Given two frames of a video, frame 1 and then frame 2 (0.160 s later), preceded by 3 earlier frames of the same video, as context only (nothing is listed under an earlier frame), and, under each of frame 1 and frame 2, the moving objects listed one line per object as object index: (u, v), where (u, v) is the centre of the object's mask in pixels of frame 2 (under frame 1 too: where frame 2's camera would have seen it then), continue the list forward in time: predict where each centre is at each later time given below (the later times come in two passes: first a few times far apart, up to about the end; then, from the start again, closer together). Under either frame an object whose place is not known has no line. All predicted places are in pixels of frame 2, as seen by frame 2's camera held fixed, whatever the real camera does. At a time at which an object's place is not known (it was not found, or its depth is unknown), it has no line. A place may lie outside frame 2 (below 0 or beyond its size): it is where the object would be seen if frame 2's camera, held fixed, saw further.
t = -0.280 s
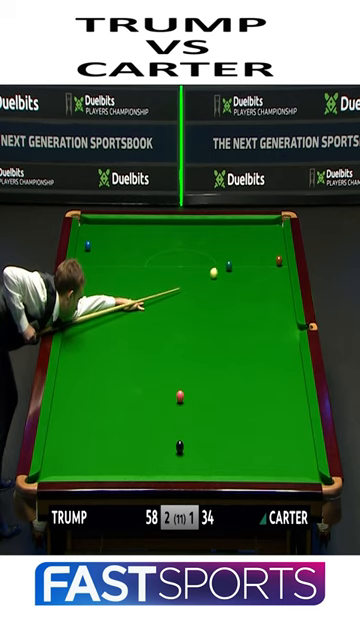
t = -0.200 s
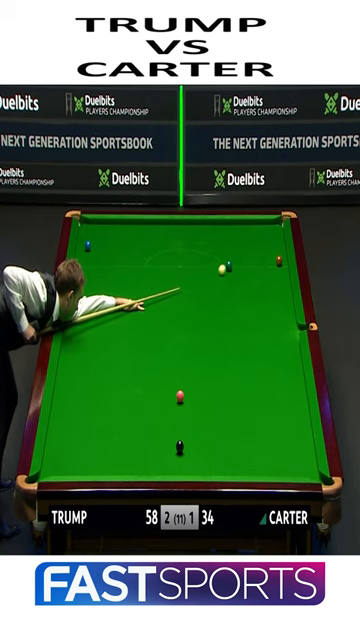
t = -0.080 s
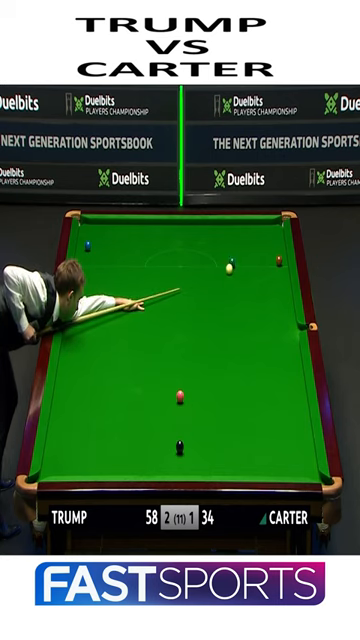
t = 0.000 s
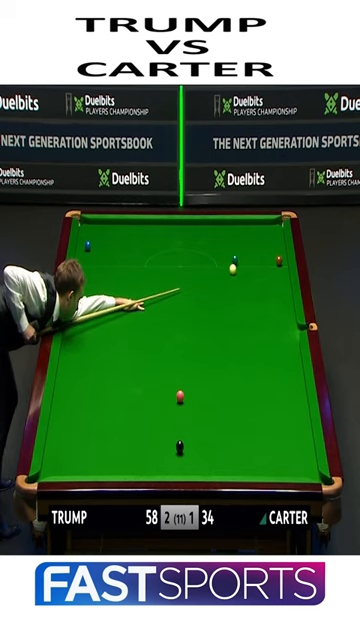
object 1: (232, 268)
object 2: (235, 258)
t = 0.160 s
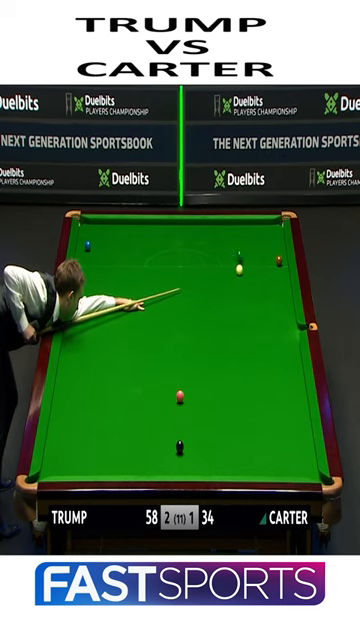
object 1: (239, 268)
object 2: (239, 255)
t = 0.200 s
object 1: (240, 269)
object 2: (240, 253)
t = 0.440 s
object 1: (250, 270)
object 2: (246, 247)
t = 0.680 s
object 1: (259, 270)
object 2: (252, 241)
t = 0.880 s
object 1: (266, 271)
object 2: (257, 236)
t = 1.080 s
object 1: (272, 272)
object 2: (262, 231)
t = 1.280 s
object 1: (279, 273)
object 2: (266, 227)
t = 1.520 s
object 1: (285, 273)
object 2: (270, 222)
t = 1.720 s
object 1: (284, 274)
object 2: (275, 220)
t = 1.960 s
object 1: (281, 275)
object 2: (279, 221)
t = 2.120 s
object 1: (279, 275)
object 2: (277, 221)
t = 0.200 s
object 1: (240, 269)
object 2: (240, 253)
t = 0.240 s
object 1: (242, 269)
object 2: (241, 252)
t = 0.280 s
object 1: (244, 269)
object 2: (242, 251)
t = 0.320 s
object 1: (245, 269)
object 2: (243, 250)
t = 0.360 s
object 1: (247, 269)
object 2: (244, 249)
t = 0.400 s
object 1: (249, 270)
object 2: (245, 248)
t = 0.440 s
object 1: (250, 270)
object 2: (246, 247)
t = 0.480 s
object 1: (251, 270)
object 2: (247, 246)
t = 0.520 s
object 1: (253, 270)
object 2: (248, 245)
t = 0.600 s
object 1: (256, 270)
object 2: (251, 243)
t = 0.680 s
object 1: (259, 270)
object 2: (252, 241)
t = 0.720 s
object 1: (260, 271)
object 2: (253, 240)
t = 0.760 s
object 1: (262, 271)
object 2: (254, 239)
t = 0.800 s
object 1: (263, 271)
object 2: (255, 238)
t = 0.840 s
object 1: (265, 271)
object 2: (257, 236)
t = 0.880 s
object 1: (266, 271)
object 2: (257, 236)
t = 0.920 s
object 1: (267, 271)
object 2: (258, 235)
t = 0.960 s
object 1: (269, 272)
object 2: (259, 234)
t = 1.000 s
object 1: (270, 272)
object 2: (260, 233)
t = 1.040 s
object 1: (271, 272)
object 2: (261, 232)
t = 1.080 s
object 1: (272, 272)
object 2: (262, 231)
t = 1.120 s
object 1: (274, 272)
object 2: (262, 231)
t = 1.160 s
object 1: (275, 272)
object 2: (263, 230)
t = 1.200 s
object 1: (276, 272)
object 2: (263, 229)
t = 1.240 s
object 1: (277, 273)
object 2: (265, 228)
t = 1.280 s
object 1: (279, 273)
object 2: (266, 227)
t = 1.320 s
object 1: (280, 273)
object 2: (267, 226)
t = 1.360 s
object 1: (281, 273)
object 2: (268, 226)
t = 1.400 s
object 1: (282, 273)
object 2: (268, 224)
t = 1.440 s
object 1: (283, 273)
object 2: (269, 224)
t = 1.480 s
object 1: (284, 273)
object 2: (270, 223)
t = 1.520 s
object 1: (285, 273)
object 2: (270, 222)
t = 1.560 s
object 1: (286, 273)
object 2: (271, 222)
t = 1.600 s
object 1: (286, 273)
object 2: (271, 221)
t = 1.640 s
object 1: (285, 274)
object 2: (272, 221)
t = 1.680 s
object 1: (284, 274)
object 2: (273, 220)
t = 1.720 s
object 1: (284, 274)
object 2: (275, 220)
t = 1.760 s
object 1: (283, 274)
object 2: (275, 220)
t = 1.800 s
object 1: (283, 274)
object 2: (276, 220)
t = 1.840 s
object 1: (282, 274)
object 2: (277, 221)
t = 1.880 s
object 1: (282, 274)
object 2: (278, 220)
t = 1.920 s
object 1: (281, 275)
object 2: (279, 221)
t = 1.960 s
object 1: (281, 275)
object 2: (279, 221)
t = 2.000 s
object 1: (280, 275)
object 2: (279, 221)
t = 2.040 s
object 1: (280, 275)
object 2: (279, 221)
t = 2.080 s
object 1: (279, 275)
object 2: (278, 221)
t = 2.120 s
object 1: (279, 275)
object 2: (277, 221)
